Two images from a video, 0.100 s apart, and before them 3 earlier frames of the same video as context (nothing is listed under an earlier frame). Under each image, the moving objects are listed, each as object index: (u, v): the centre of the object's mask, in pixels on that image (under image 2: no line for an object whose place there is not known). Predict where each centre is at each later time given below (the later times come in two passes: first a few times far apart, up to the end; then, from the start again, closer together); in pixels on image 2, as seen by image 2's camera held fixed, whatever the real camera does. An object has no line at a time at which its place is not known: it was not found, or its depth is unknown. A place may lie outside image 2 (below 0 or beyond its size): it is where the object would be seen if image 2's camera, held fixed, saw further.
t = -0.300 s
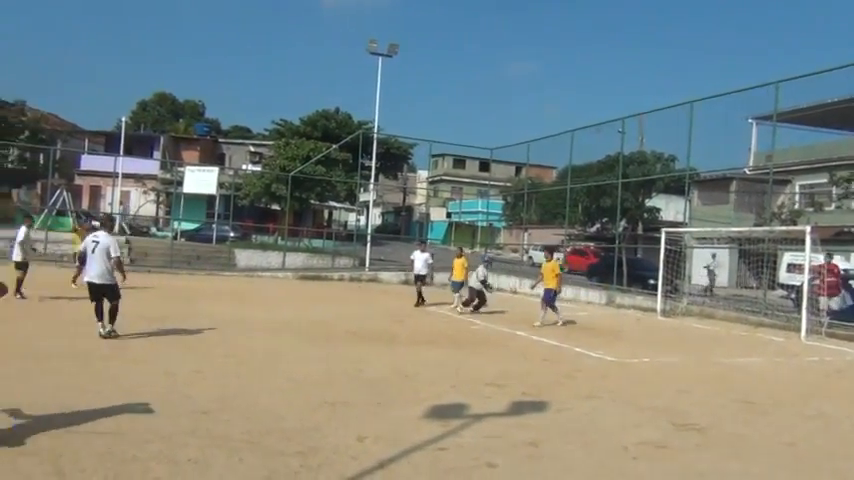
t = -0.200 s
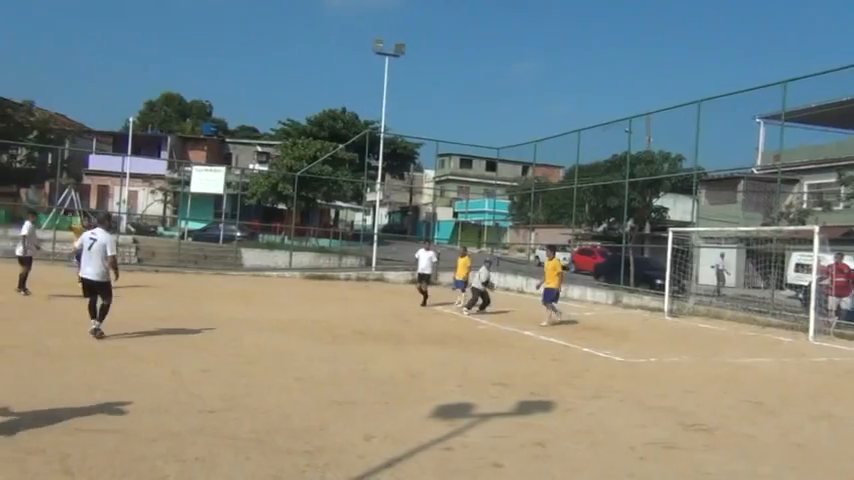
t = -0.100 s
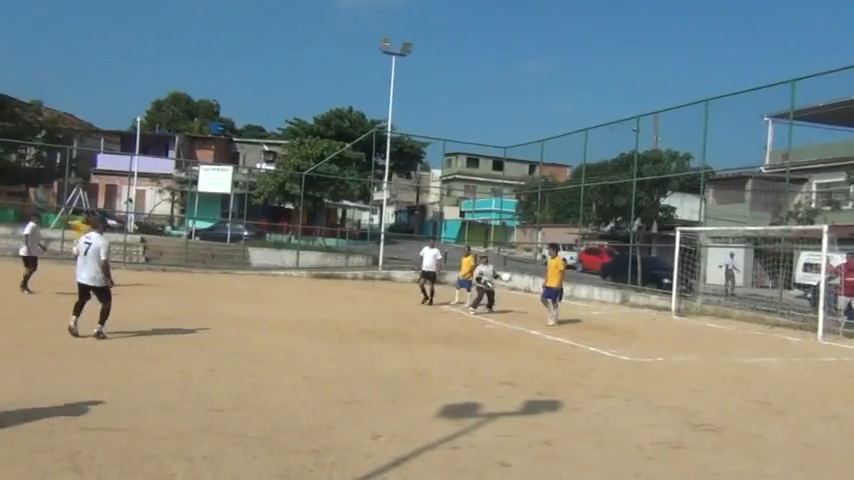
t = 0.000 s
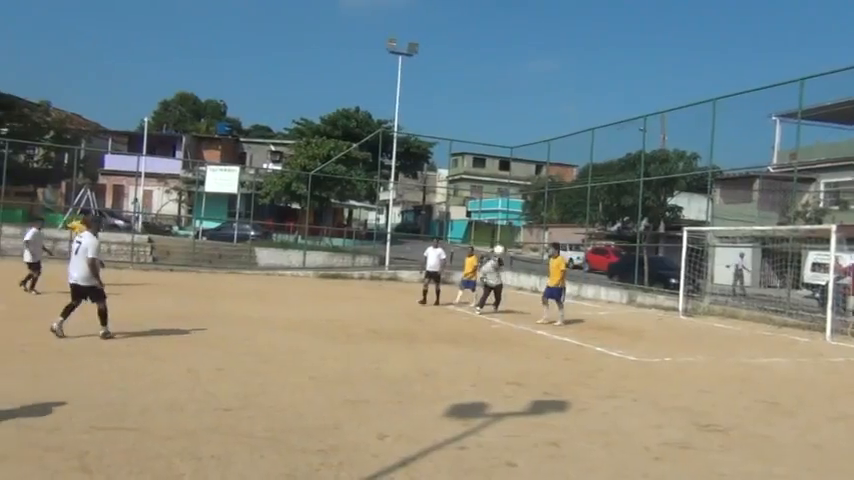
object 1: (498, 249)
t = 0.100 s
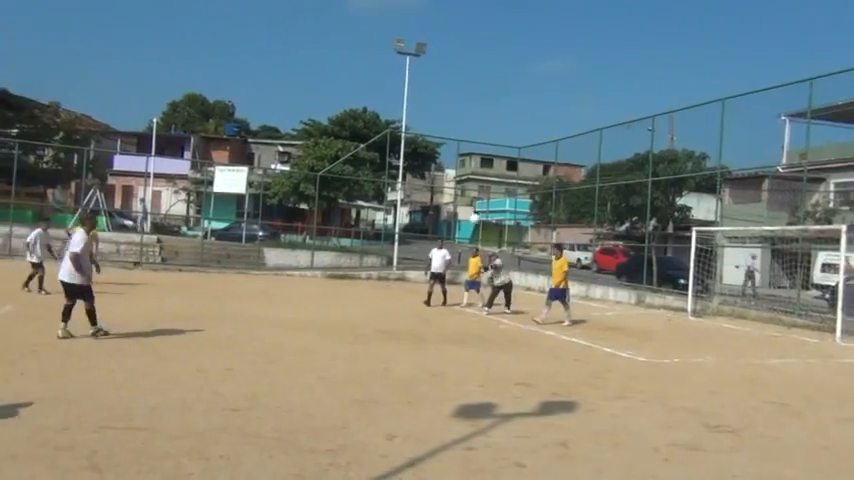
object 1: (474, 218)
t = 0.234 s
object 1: (425, 177)
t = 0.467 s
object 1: (321, 112)
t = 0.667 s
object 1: (203, 60)
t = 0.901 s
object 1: (7, 13)
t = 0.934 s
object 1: (-27, 7)
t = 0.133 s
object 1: (462, 208)
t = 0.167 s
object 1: (449, 197)
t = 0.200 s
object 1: (438, 187)
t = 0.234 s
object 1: (425, 177)
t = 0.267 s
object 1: (412, 169)
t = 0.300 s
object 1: (398, 159)
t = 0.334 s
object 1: (384, 149)
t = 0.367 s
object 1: (369, 140)
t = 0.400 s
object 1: (353, 131)
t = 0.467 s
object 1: (321, 112)
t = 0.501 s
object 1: (303, 102)
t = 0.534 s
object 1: (285, 94)
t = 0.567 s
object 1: (266, 85)
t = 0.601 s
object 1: (246, 76)
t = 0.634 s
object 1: (224, 68)
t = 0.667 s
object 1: (203, 60)
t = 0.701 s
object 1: (179, 52)
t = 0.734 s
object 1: (154, 44)
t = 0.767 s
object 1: (129, 37)
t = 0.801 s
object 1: (101, 31)
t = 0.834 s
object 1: (72, 24)
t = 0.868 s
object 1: (42, 18)
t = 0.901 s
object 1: (7, 13)
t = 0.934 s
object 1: (-27, 7)
